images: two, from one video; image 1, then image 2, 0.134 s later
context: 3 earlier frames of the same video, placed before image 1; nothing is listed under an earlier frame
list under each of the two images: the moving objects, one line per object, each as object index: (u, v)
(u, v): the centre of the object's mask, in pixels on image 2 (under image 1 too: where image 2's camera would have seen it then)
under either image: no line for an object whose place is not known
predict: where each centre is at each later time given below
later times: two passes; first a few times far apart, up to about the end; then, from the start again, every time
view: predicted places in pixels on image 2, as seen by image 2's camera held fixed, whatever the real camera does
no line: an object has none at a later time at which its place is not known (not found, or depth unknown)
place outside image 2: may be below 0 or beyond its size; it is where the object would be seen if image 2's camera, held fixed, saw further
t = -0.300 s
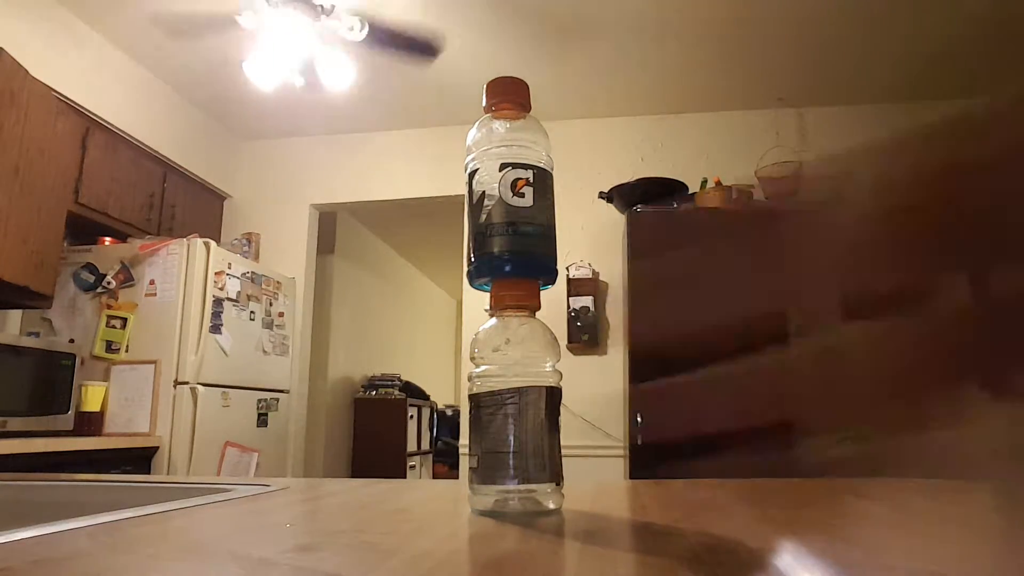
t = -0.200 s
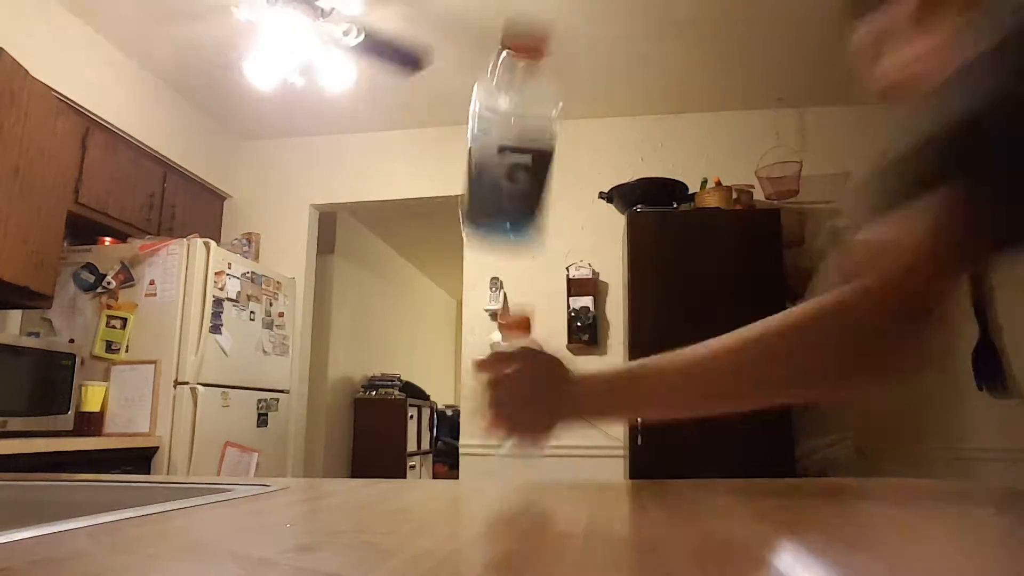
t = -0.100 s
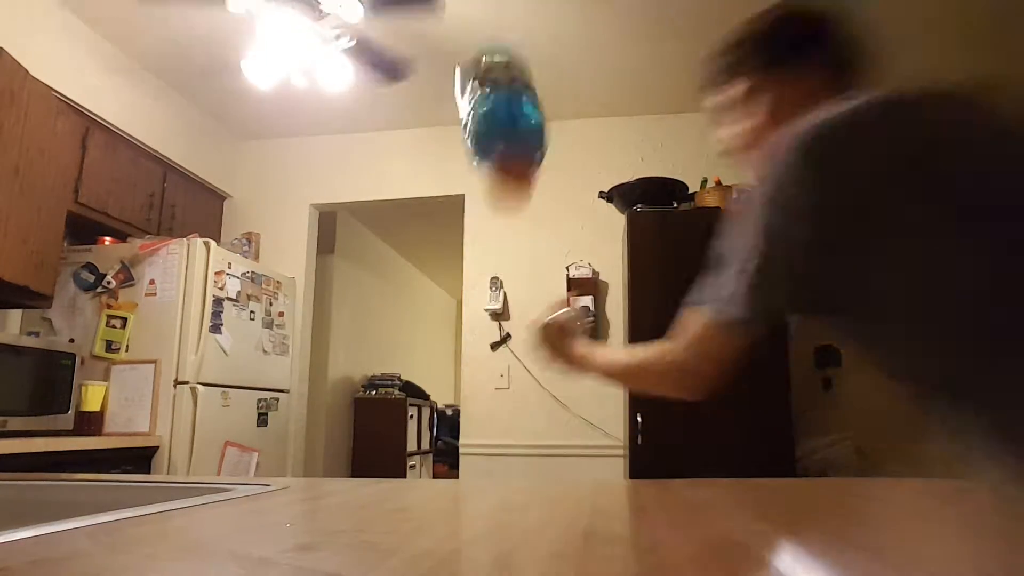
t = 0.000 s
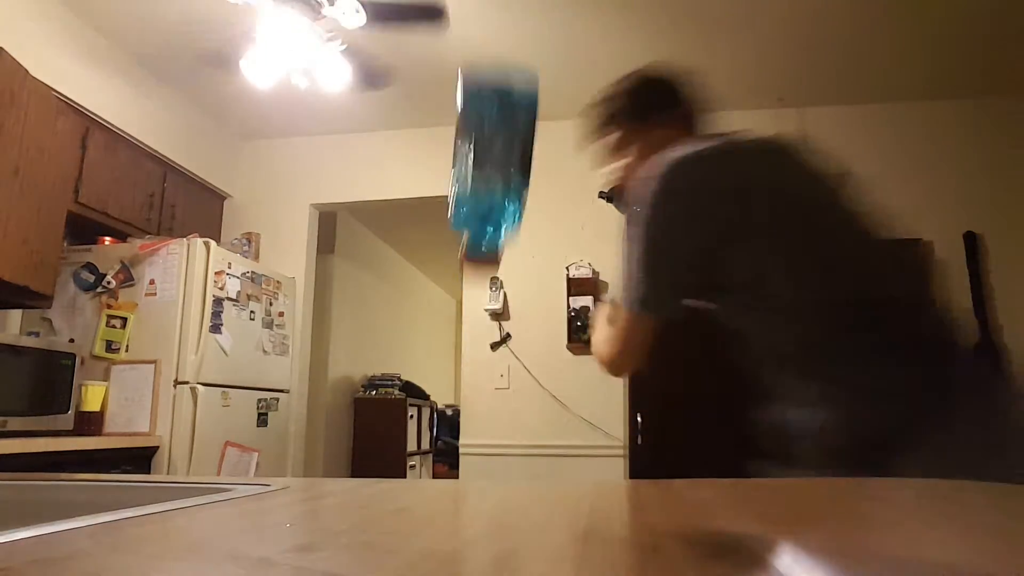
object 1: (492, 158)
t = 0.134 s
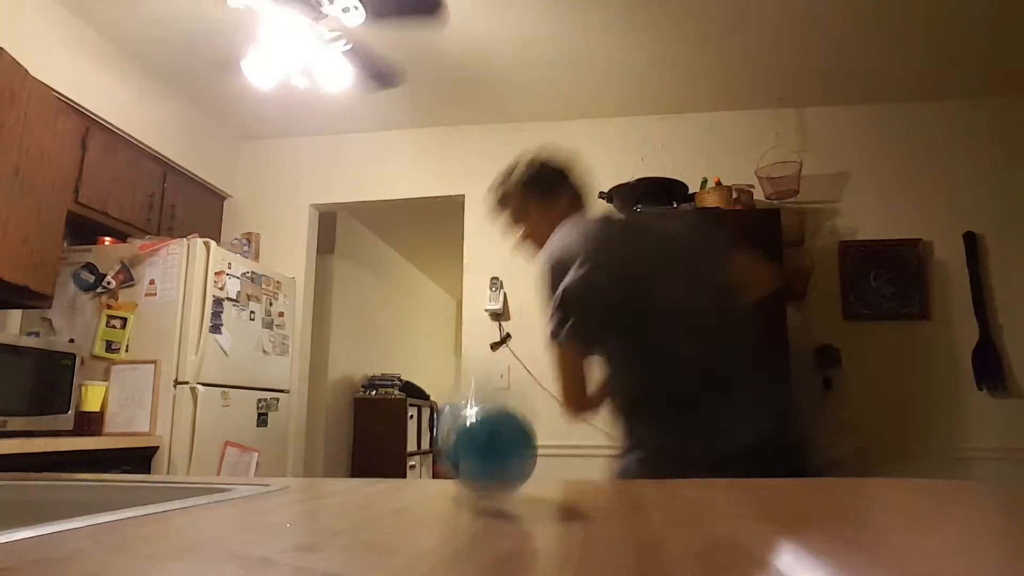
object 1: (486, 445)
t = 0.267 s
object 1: (470, 441)
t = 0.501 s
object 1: (461, 456)
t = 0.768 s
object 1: (456, 456)
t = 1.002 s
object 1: (451, 455)
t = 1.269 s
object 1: (447, 455)
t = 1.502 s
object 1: (443, 455)
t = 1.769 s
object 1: (436, 455)
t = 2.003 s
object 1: (423, 455)
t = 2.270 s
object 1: (397, 456)
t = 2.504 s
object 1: (374, 457)
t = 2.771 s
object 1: (336, 457)
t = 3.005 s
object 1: (302, 456)
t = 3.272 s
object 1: (268, 457)
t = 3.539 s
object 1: (280, 457)
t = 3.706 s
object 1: (295, 456)
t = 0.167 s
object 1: (481, 436)
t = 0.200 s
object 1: (474, 433)
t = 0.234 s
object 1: (472, 435)
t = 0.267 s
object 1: (470, 441)
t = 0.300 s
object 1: (468, 453)
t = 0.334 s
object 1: (467, 455)
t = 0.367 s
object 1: (467, 455)
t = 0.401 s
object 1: (467, 455)
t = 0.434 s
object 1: (464, 455)
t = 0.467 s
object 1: (463, 455)
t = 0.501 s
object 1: (461, 456)
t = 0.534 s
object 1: (461, 455)
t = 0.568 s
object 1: (461, 455)
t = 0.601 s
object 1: (461, 455)
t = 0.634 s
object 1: (460, 455)
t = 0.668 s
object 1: (459, 456)
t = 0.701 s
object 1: (457, 455)
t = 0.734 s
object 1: (456, 456)
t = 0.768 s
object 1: (456, 456)
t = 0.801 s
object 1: (456, 456)
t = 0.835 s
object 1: (456, 456)
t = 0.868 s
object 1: (455, 455)
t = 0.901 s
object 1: (454, 455)
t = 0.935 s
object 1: (452, 455)
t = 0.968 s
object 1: (452, 455)
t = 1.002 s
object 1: (451, 455)
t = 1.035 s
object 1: (451, 455)
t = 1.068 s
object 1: (451, 455)
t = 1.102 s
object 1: (450, 455)
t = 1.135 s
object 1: (449, 455)
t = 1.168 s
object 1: (448, 455)
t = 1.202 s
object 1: (447, 455)
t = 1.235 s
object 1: (447, 455)
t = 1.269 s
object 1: (447, 455)
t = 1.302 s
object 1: (447, 455)
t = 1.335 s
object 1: (446, 455)
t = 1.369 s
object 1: (446, 455)
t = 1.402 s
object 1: (445, 455)
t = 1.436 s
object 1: (444, 455)
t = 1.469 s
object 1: (444, 455)
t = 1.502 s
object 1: (443, 455)
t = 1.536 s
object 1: (443, 455)
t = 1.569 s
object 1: (442, 455)
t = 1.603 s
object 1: (441, 455)
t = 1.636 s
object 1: (440, 455)
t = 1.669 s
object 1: (439, 455)
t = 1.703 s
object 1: (438, 455)
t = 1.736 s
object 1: (437, 455)
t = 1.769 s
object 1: (436, 455)
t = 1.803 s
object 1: (435, 455)
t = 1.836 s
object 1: (433, 455)
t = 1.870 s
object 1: (432, 455)
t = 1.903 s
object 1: (430, 455)
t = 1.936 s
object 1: (428, 455)
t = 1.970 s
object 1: (425, 455)
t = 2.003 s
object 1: (423, 455)
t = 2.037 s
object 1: (420, 455)
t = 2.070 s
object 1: (417, 456)
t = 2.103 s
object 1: (413, 456)
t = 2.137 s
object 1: (410, 456)
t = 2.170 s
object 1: (407, 456)
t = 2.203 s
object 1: (404, 456)
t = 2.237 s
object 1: (401, 456)
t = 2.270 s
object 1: (397, 456)
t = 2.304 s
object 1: (394, 456)
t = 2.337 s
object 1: (390, 456)
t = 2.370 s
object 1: (387, 456)
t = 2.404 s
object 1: (384, 456)
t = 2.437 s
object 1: (381, 456)
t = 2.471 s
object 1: (377, 456)
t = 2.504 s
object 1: (374, 457)
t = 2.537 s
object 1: (370, 457)
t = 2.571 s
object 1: (365, 457)
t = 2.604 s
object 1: (360, 457)
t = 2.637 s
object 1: (355, 457)
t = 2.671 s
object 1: (351, 457)
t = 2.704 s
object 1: (347, 457)
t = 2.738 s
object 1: (341, 457)
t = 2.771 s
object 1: (336, 457)
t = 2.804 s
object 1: (331, 457)
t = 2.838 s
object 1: (327, 457)
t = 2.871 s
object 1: (322, 456)
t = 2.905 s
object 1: (318, 456)
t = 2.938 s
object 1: (312, 456)
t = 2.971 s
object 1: (308, 456)
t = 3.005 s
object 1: (302, 456)
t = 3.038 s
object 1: (297, 457)
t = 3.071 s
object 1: (293, 456)
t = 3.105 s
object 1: (286, 457)
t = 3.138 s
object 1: (281, 457)
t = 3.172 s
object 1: (276, 457)
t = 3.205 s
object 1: (272, 457)
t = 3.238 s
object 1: (270, 457)
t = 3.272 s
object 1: (268, 457)
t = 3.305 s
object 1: (266, 457)
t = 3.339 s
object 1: (265, 457)
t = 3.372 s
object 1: (263, 456)
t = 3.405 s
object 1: (265, 456)
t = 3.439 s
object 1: (268, 456)
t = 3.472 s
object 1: (273, 456)
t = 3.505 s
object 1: (277, 457)
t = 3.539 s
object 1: (280, 457)
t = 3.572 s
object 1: (281, 457)
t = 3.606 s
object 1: (283, 457)
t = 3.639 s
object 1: (285, 456)
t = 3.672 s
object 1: (290, 456)
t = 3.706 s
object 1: (295, 456)
